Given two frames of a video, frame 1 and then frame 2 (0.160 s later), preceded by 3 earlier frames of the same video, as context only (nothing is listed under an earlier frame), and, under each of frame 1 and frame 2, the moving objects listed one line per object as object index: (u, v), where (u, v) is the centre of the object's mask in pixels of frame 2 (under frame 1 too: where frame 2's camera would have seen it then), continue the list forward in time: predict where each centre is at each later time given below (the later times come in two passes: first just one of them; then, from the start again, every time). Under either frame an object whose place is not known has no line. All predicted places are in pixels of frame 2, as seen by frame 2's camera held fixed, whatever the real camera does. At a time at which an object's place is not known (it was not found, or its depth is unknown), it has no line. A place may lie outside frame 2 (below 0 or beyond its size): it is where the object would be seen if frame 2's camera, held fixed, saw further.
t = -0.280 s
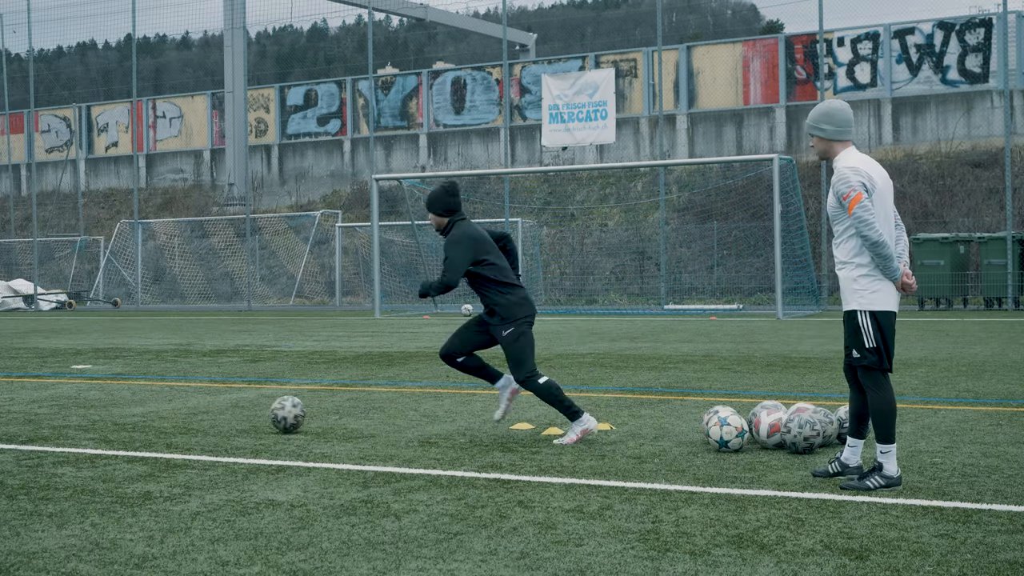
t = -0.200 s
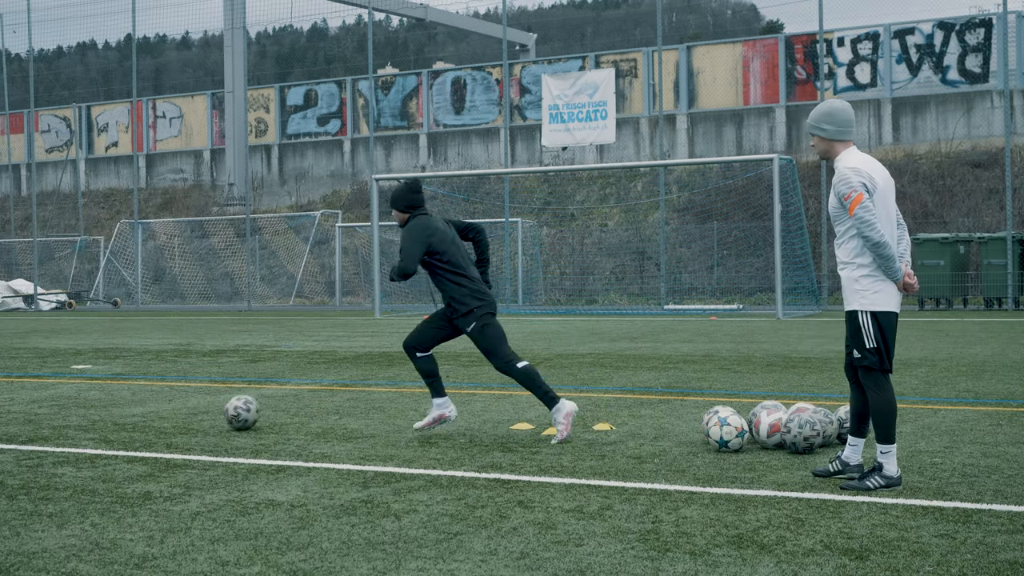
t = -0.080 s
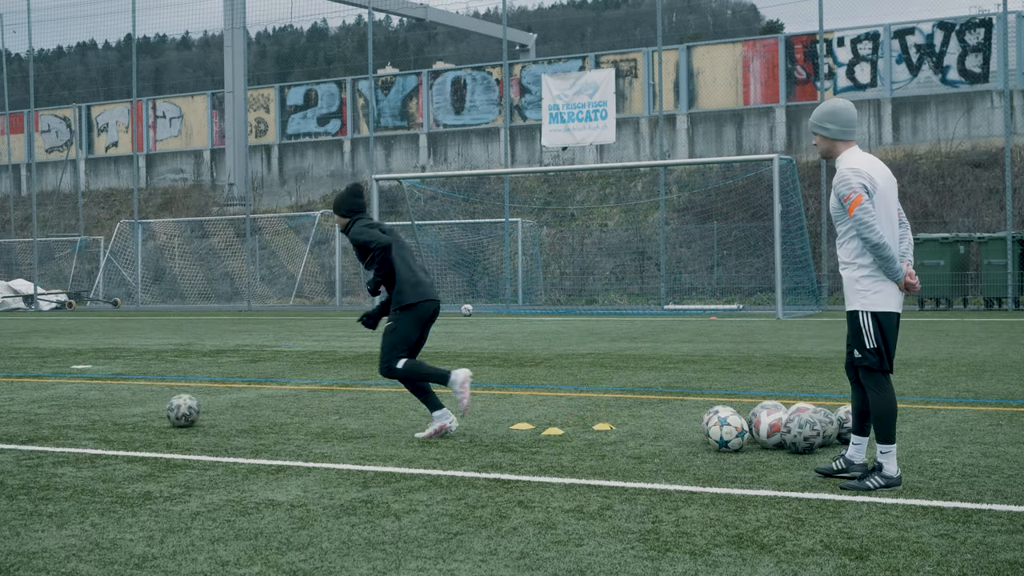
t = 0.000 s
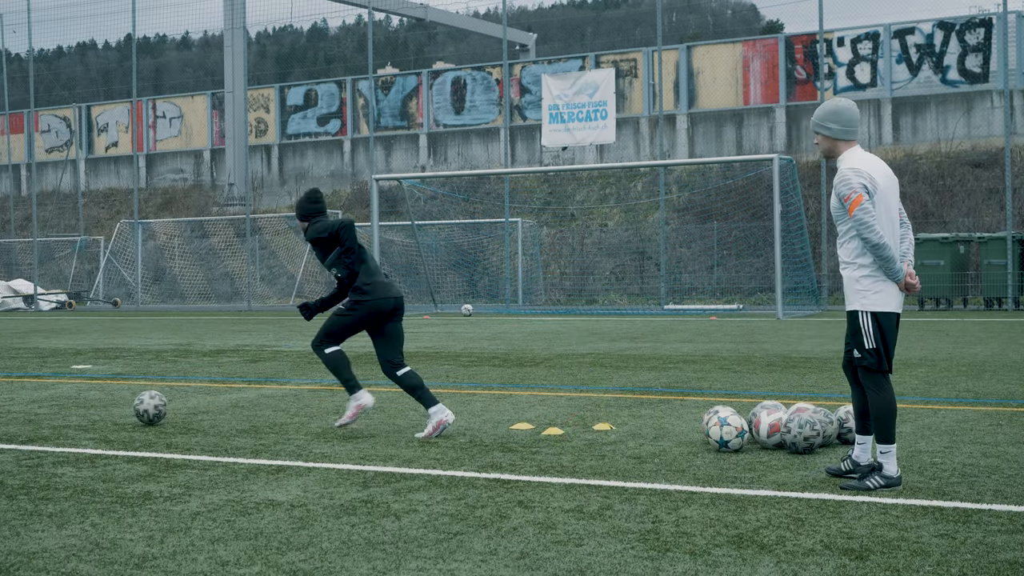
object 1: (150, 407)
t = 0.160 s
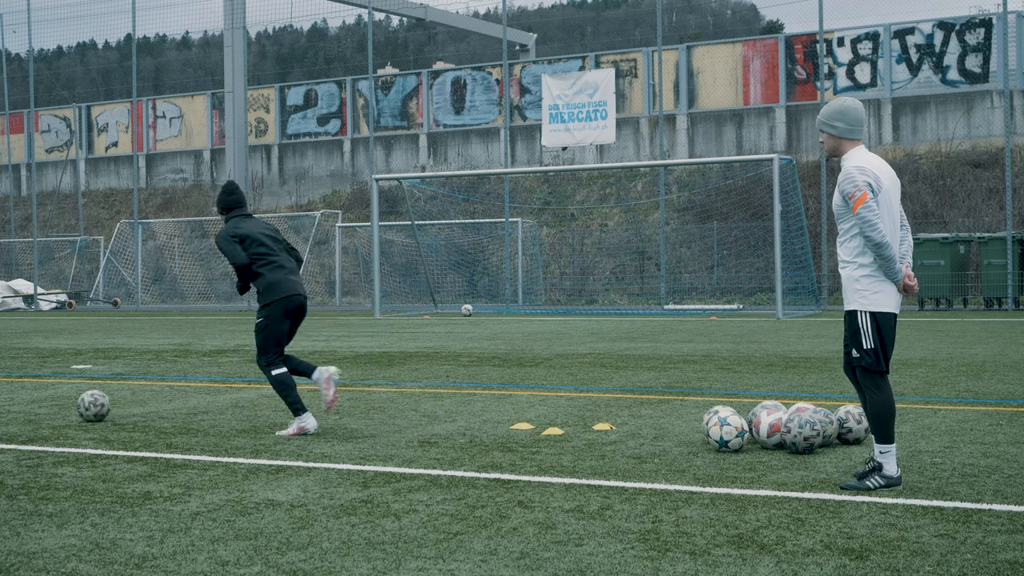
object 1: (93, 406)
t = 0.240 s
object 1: (67, 405)
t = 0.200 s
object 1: (80, 406)
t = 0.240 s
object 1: (67, 405)
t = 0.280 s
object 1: (54, 404)
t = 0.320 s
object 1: (43, 403)
